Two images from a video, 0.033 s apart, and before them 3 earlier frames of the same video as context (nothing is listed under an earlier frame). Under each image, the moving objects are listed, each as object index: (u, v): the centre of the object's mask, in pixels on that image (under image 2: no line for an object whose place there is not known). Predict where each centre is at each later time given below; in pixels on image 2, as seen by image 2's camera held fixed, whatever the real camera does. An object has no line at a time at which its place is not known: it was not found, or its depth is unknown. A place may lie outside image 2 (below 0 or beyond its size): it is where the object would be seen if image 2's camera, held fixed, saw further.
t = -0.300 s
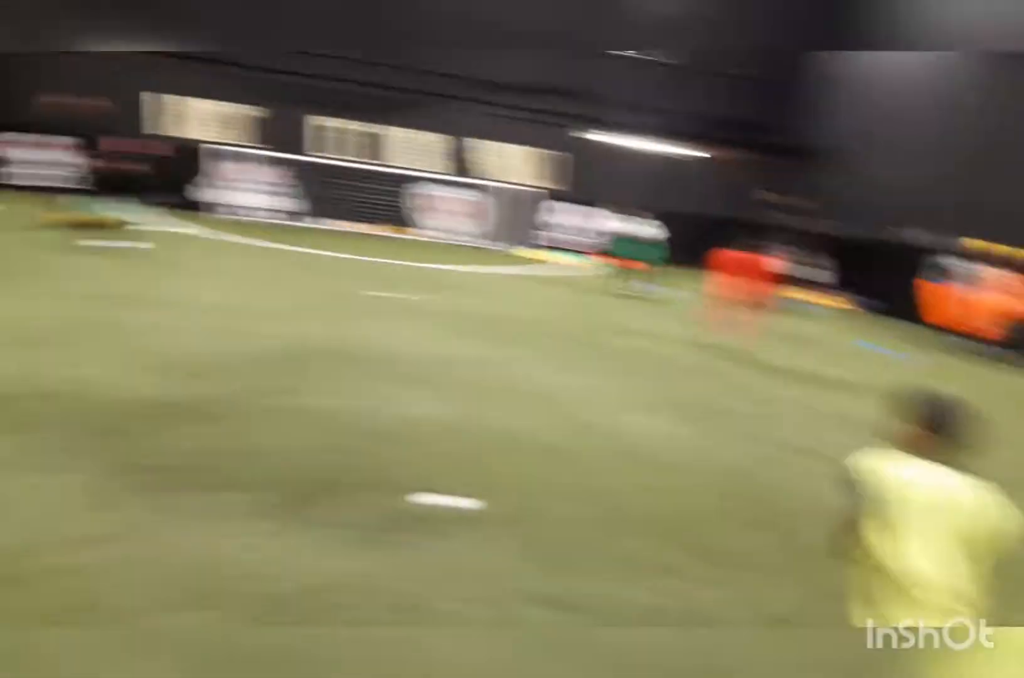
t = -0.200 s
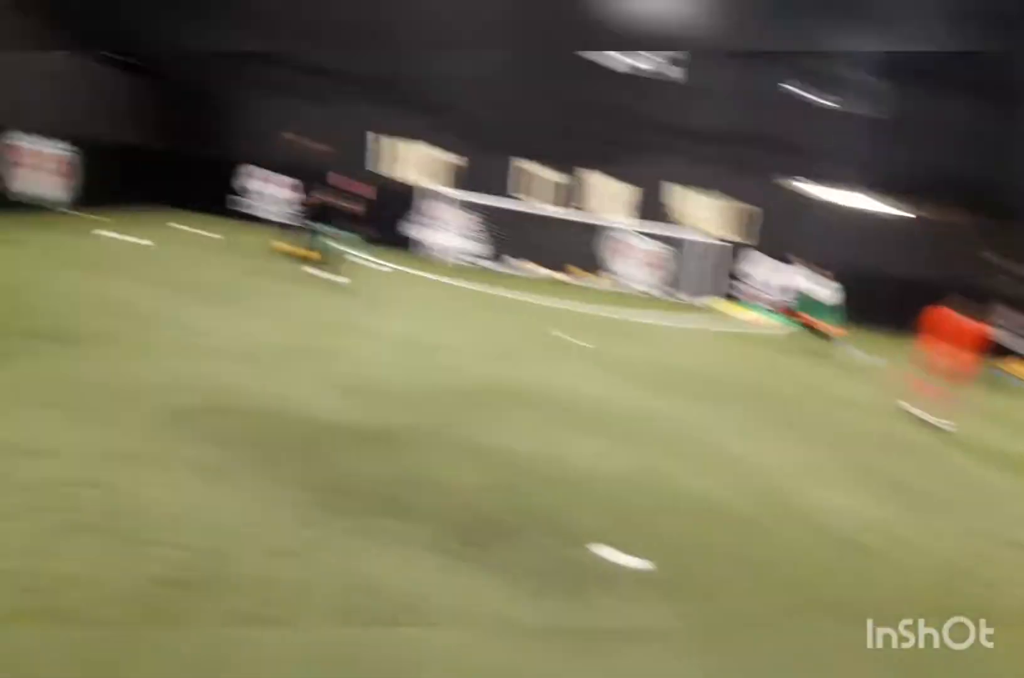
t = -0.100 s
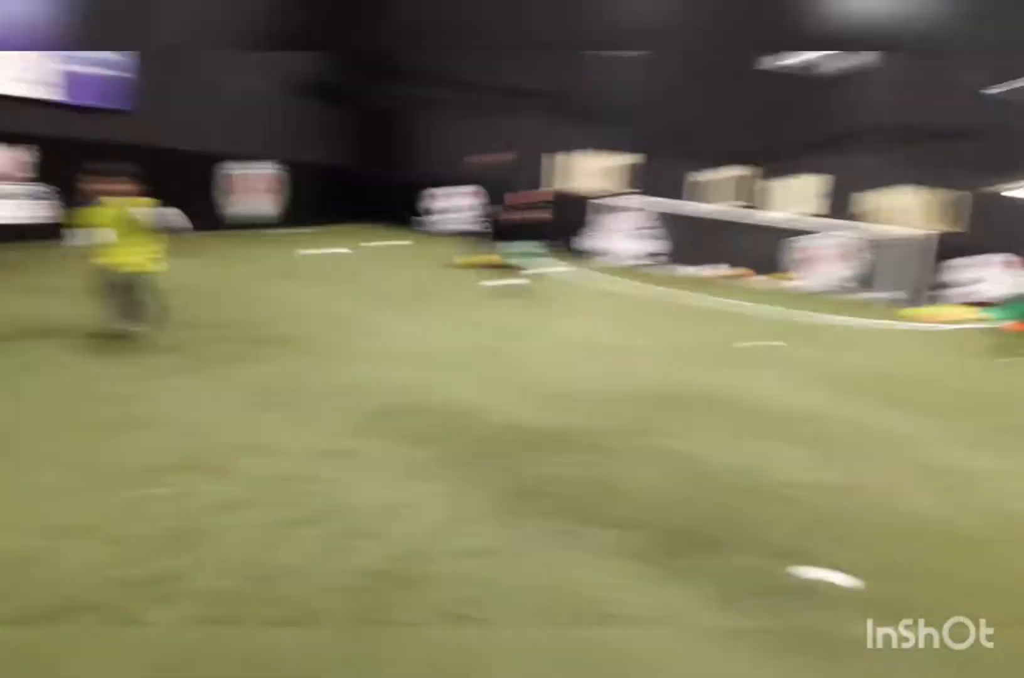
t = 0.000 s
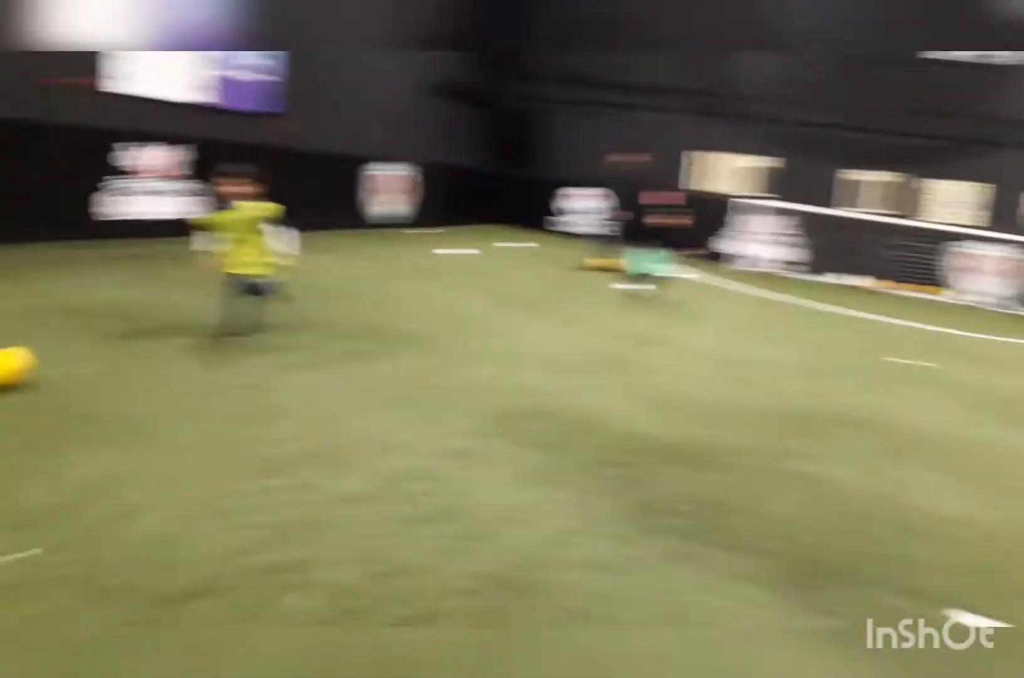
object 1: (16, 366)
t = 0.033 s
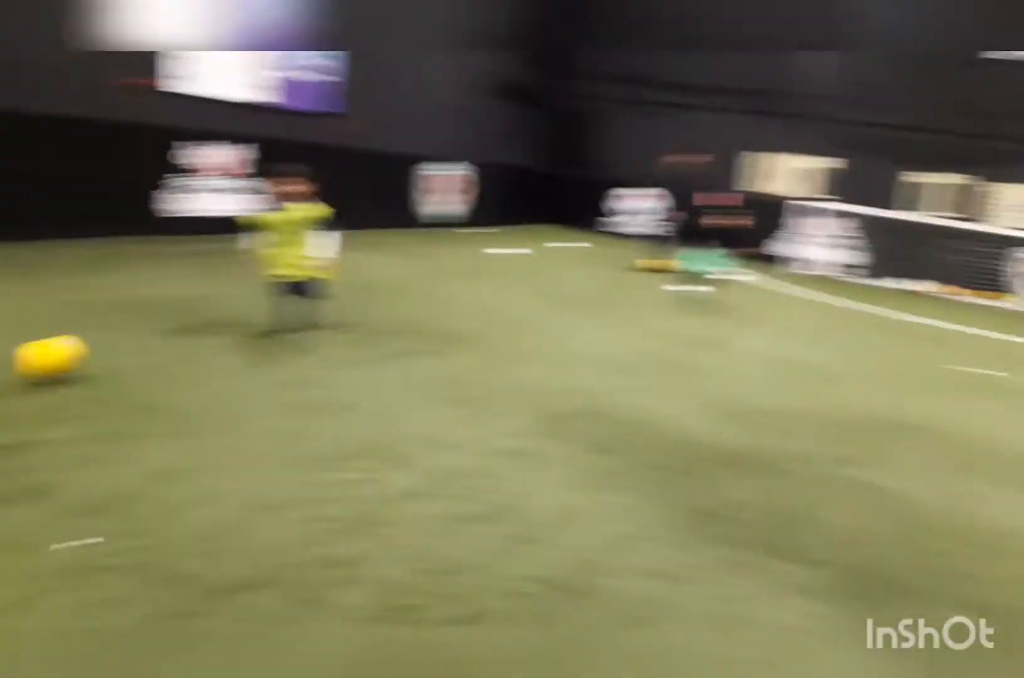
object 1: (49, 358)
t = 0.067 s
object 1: (38, 355)
